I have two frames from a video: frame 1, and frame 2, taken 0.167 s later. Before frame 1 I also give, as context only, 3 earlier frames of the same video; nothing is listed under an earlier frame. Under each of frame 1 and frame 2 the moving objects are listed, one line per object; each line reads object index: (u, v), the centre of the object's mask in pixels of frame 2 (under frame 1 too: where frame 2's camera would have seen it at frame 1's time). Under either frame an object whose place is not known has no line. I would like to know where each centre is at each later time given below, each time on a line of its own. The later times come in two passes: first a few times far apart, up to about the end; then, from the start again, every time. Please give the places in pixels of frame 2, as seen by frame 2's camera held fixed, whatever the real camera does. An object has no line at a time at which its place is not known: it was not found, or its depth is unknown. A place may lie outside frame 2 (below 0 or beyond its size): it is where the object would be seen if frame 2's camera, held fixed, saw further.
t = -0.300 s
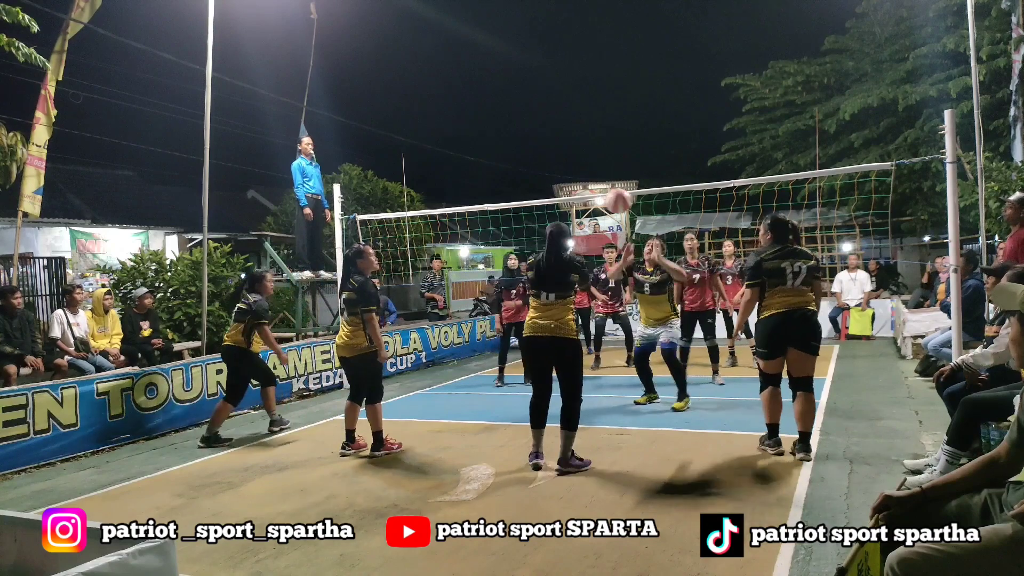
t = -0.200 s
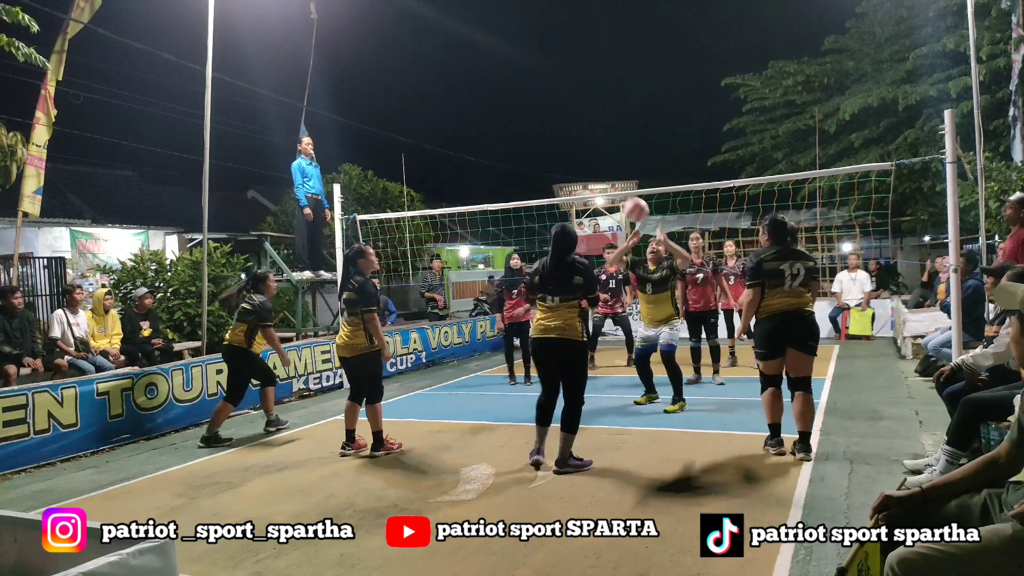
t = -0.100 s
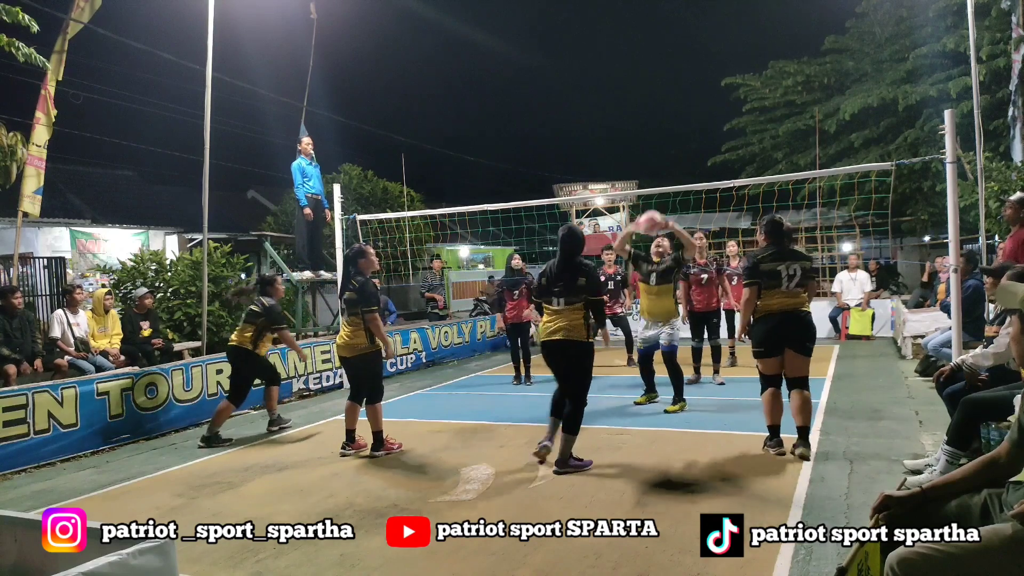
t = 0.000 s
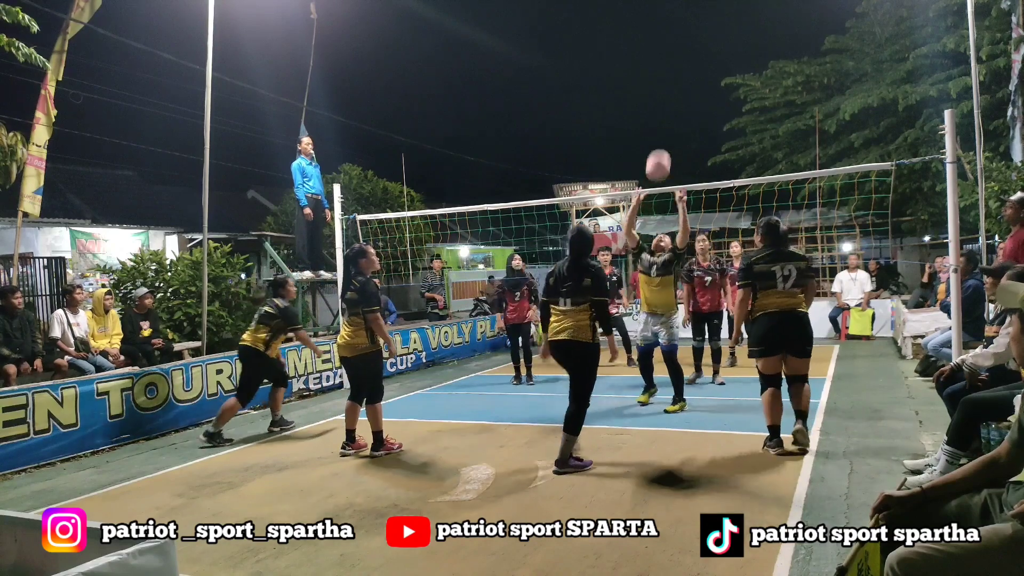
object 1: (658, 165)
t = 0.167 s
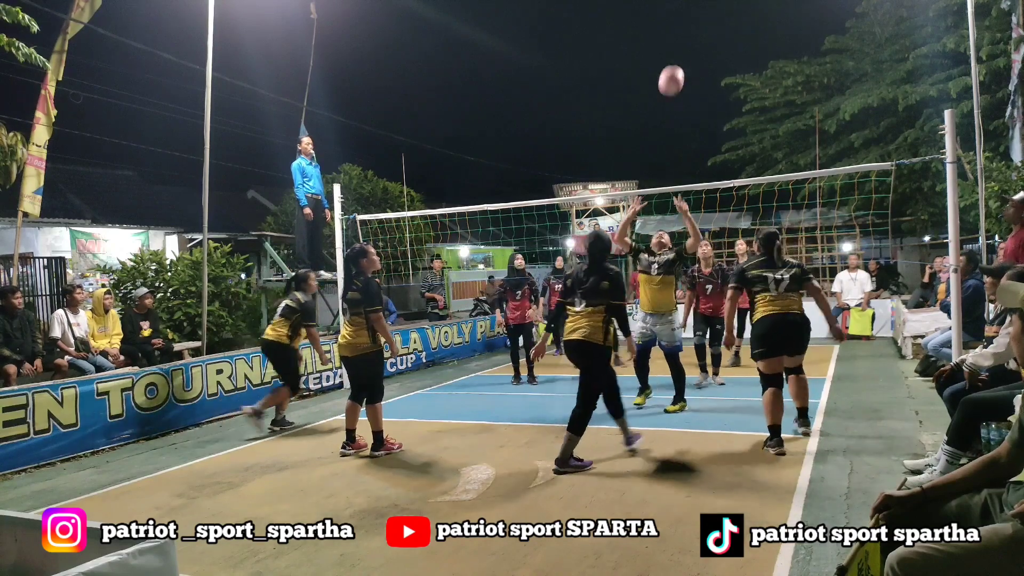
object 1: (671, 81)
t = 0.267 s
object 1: (680, 45)
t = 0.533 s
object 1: (704, 8)
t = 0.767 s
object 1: (727, 35)
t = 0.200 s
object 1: (674, 67)
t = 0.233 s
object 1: (677, 55)
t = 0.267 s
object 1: (680, 45)
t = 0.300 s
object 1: (682, 35)
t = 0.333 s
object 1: (685, 27)
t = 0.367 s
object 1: (689, 20)
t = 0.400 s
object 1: (692, 14)
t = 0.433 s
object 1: (694, 11)
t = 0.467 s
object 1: (697, 9)
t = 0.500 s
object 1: (700, 8)
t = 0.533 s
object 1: (704, 8)
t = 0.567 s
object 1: (707, 8)
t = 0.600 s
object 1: (711, 9)
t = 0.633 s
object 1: (714, 11)
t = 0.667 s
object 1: (717, 14)
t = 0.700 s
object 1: (720, 20)
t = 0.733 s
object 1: (724, 27)
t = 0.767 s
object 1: (727, 35)
